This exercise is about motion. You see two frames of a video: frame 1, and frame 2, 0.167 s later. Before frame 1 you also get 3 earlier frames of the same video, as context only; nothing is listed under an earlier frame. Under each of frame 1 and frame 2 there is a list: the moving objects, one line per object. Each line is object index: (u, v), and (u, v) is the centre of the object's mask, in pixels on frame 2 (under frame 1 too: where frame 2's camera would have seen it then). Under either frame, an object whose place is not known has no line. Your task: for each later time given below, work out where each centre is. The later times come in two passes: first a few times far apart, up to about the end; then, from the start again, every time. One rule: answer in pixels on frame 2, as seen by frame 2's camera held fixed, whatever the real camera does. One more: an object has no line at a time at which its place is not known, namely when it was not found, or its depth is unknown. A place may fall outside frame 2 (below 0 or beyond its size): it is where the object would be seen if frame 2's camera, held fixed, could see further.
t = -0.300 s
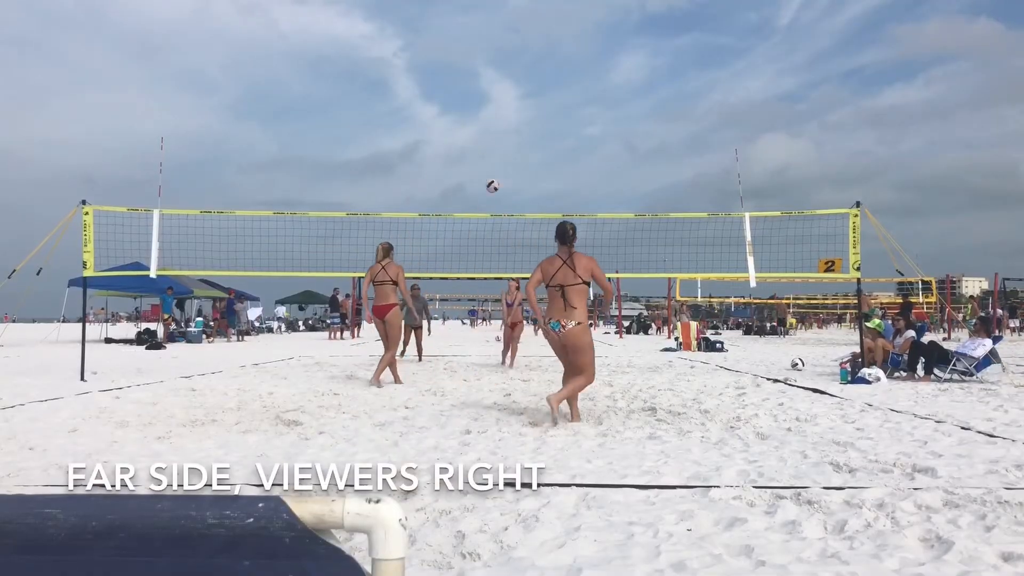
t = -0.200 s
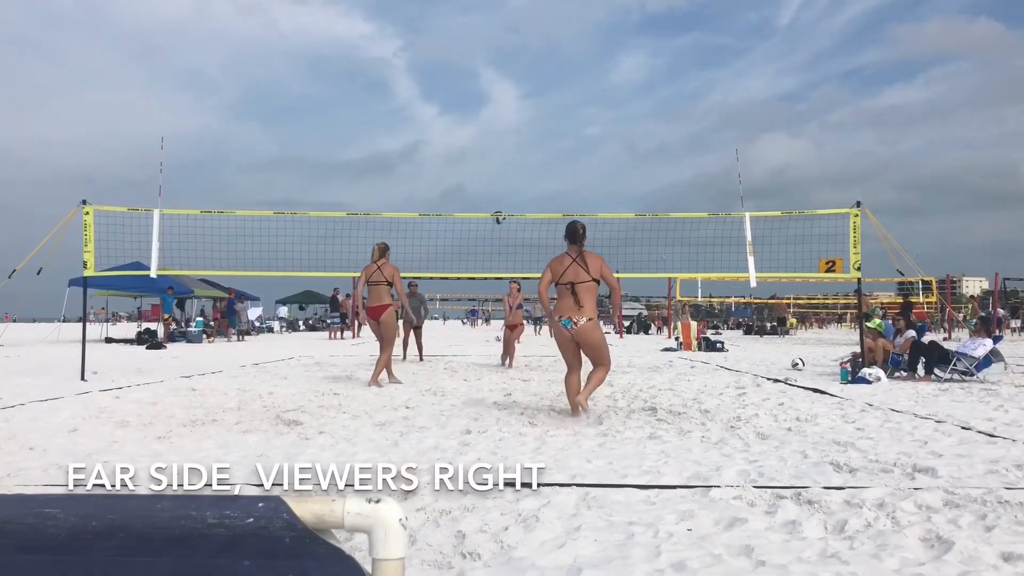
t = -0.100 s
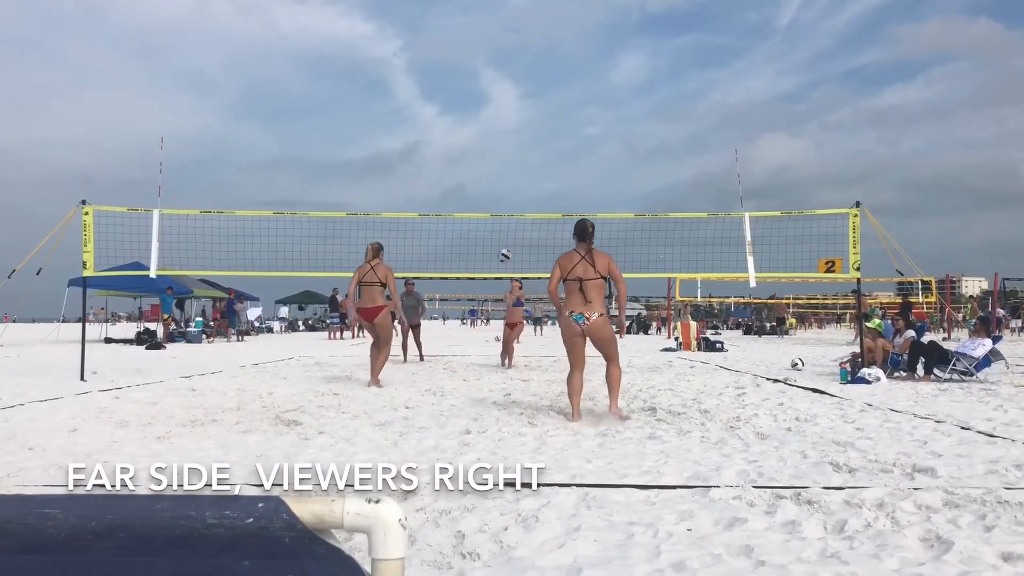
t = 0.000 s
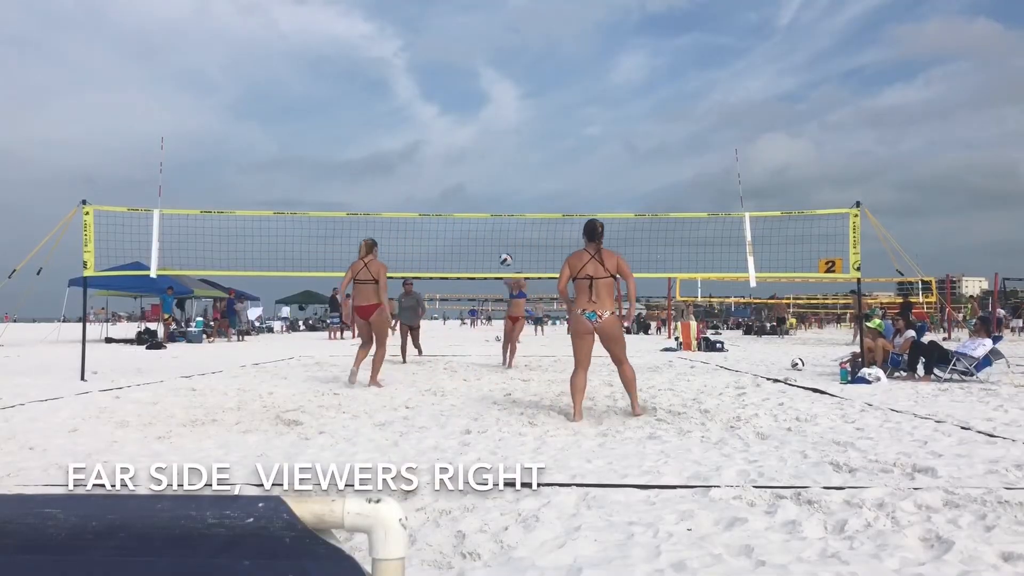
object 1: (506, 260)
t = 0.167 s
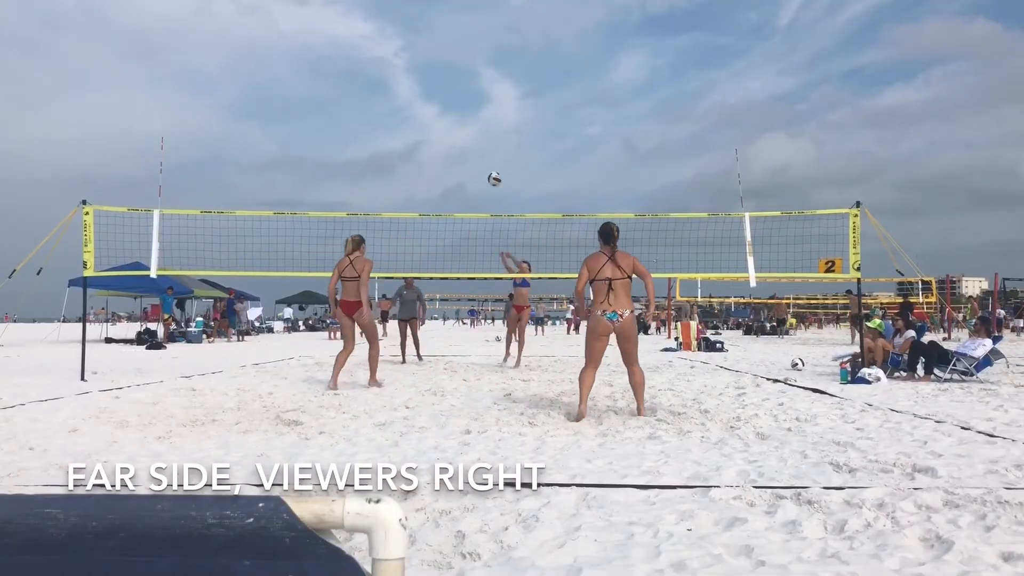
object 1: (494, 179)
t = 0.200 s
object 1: (492, 165)
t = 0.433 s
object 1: (477, 85)
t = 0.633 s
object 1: (464, 45)
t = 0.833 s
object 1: (453, 30)
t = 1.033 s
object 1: (441, 42)
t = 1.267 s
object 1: (428, 87)
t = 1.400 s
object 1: (420, 128)
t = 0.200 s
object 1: (492, 165)
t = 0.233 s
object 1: (490, 151)
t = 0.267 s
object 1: (488, 139)
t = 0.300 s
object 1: (485, 127)
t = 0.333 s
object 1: (484, 115)
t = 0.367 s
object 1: (482, 105)
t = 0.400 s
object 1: (479, 94)
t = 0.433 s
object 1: (477, 85)
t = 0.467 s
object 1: (475, 76)
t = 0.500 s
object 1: (473, 68)
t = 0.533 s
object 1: (471, 61)
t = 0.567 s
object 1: (469, 55)
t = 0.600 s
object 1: (467, 49)
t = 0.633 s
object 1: (464, 45)
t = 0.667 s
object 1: (463, 40)
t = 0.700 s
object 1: (461, 36)
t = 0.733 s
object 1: (459, 34)
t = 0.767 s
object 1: (457, 32)
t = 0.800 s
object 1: (455, 31)
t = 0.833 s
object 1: (453, 30)
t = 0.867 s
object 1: (451, 30)
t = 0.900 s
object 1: (449, 31)
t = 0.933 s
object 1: (447, 33)
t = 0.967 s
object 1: (444, 36)
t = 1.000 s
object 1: (443, 38)
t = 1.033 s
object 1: (441, 42)
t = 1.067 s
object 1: (439, 46)
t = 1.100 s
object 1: (437, 52)
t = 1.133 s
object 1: (435, 57)
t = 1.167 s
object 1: (434, 64)
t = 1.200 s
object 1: (432, 71)
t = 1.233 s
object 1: (430, 79)
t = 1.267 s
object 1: (428, 87)
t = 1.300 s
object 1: (426, 96)
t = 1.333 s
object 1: (424, 106)
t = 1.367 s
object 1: (422, 116)
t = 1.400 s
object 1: (420, 128)
